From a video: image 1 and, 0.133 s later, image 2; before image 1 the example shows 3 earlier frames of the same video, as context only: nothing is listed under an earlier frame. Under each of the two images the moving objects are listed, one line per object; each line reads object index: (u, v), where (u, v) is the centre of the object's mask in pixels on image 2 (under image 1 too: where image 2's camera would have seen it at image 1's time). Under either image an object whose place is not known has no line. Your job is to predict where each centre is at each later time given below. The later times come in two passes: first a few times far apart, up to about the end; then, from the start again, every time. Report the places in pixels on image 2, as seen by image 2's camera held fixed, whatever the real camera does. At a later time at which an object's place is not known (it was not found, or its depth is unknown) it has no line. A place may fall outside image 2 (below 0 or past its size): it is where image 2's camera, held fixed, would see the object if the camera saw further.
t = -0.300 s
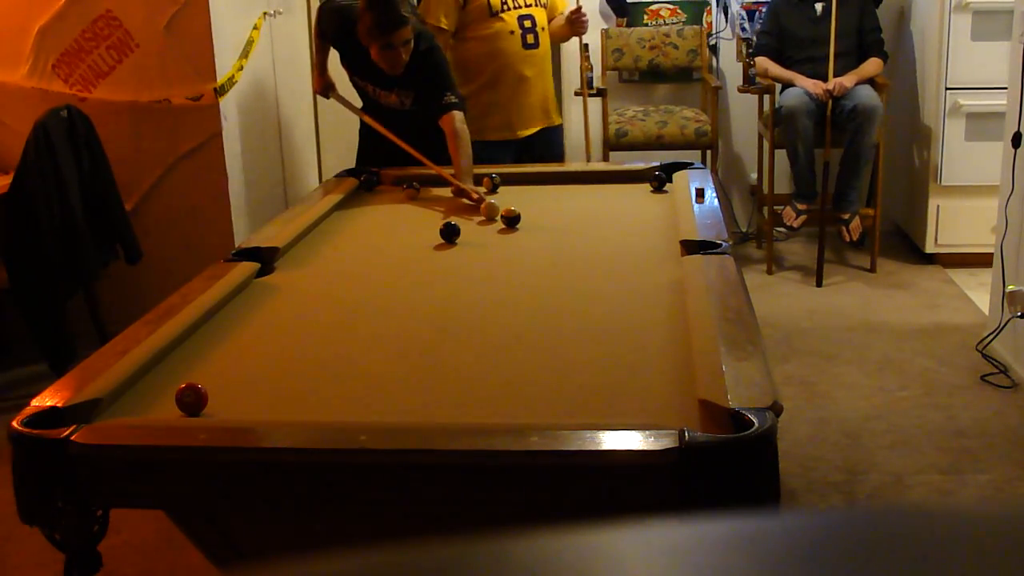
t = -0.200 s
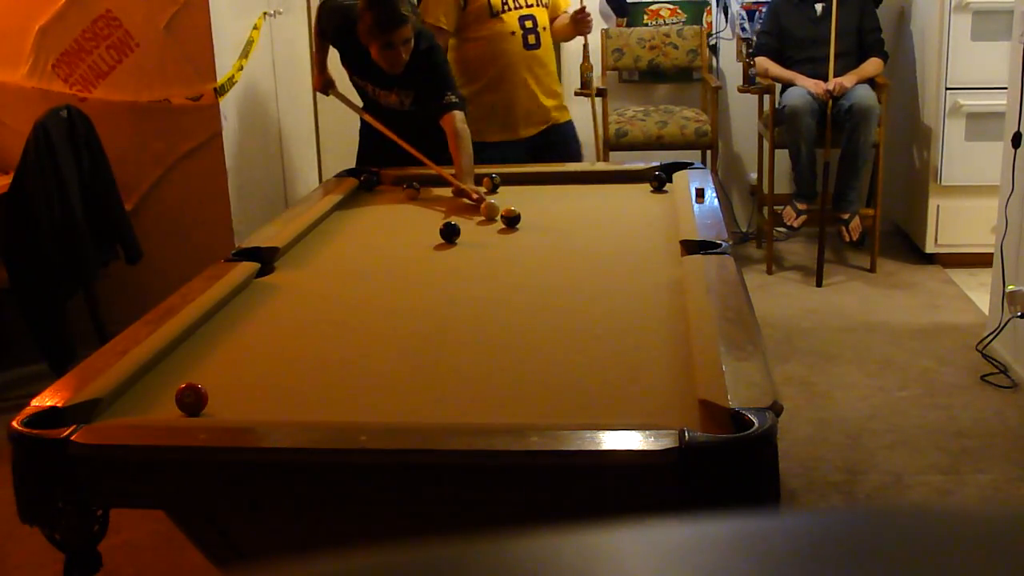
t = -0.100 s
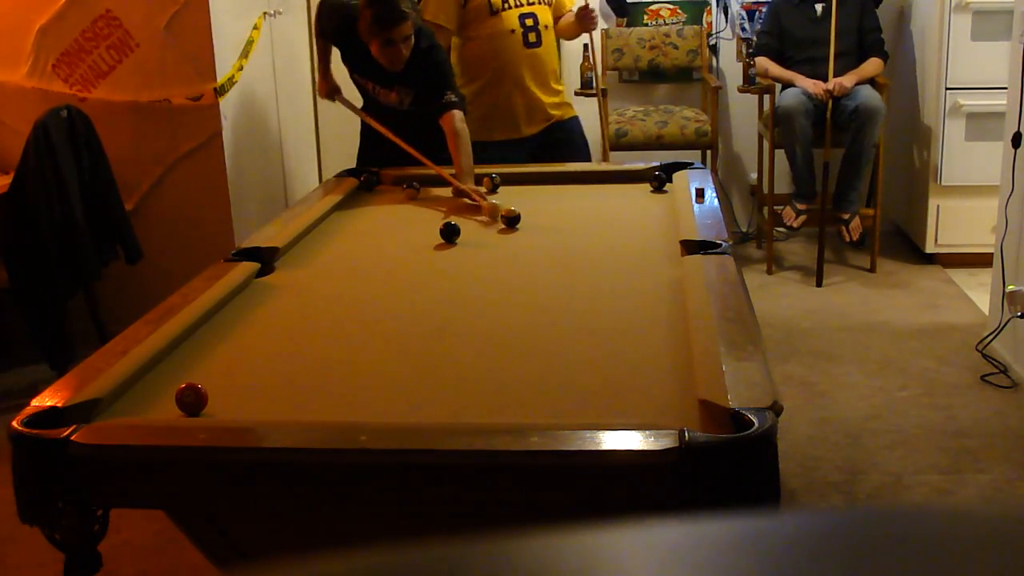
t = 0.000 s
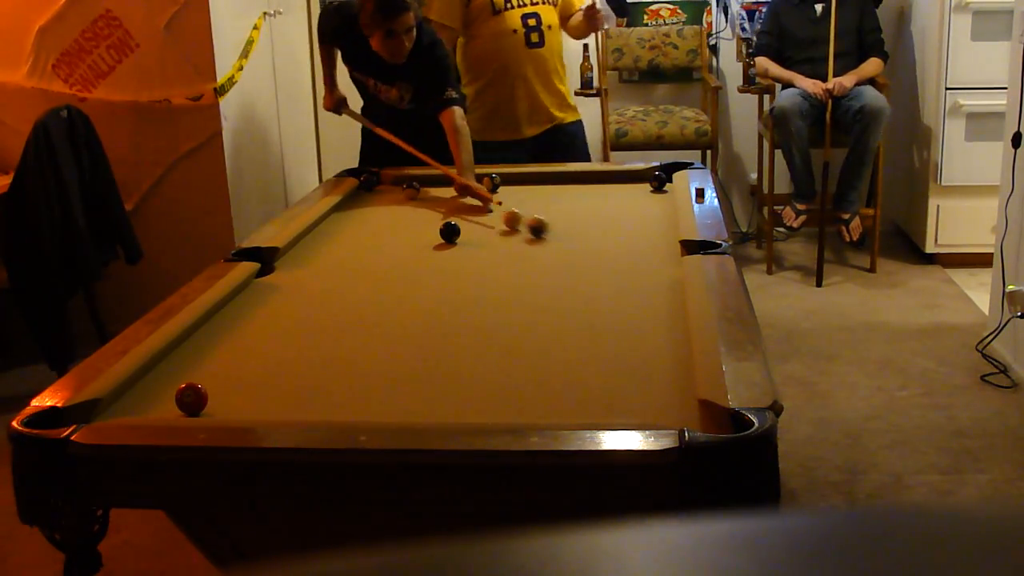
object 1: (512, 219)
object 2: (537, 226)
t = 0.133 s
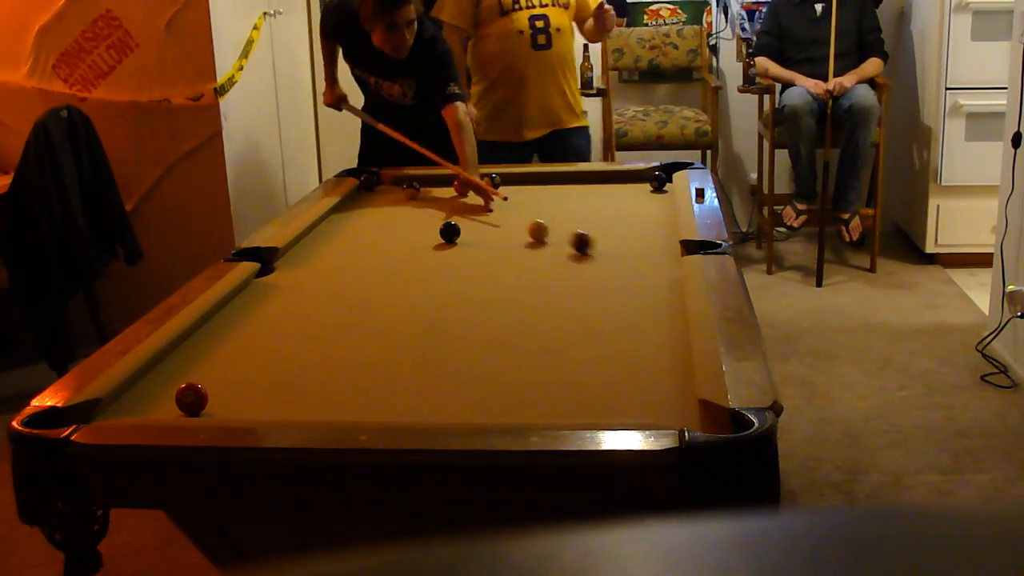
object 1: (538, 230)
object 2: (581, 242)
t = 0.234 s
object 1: (557, 239)
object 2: (612, 253)
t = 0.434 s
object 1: (599, 258)
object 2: (663, 276)
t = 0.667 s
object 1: (655, 282)
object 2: (619, 300)
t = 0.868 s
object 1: (650, 302)
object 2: (580, 322)
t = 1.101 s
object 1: (617, 325)
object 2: (530, 351)
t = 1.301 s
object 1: (586, 346)
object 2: (482, 379)
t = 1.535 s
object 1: (548, 372)
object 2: (420, 408)
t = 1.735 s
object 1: (512, 396)
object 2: (387, 404)
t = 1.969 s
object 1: (471, 411)
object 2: (363, 386)
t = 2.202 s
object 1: (446, 402)
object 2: (340, 368)
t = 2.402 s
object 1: (428, 389)
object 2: (323, 354)
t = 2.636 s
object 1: (409, 376)
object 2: (306, 340)
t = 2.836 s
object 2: (292, 330)
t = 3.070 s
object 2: (279, 318)
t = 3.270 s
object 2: (268, 310)
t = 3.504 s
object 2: (256, 301)
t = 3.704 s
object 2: (247, 294)
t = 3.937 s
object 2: (256, 288)
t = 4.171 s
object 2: (270, 284)
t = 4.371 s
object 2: (281, 280)
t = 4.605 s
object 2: (291, 277)
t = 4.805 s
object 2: (298, 275)
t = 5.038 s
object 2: (305, 272)
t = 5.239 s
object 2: (310, 270)
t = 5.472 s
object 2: (314, 268)
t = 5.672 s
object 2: (318, 267)
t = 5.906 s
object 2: (320, 267)
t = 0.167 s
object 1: (544, 233)
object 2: (592, 246)
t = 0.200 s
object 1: (550, 236)
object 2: (602, 250)
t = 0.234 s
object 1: (557, 239)
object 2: (612, 253)
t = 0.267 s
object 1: (564, 242)
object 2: (623, 257)
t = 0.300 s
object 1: (571, 245)
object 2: (633, 260)
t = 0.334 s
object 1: (578, 248)
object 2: (645, 264)
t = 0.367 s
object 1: (585, 251)
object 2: (656, 269)
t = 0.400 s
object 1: (592, 255)
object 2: (668, 273)
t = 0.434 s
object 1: (599, 258)
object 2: (663, 276)
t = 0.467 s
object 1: (607, 261)
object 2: (655, 280)
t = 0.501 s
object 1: (615, 264)
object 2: (649, 283)
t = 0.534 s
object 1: (622, 268)
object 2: (644, 286)
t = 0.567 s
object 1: (629, 269)
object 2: (638, 290)
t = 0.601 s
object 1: (639, 272)
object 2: (633, 292)
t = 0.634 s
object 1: (647, 278)
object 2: (625, 297)
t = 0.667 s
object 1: (655, 282)
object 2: (619, 300)
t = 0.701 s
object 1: (664, 286)
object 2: (613, 303)
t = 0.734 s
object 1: (670, 290)
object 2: (607, 307)
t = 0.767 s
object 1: (664, 293)
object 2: (600, 311)
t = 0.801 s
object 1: (659, 296)
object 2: (593, 314)
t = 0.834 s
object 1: (654, 299)
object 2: (587, 319)
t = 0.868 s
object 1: (650, 302)
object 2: (580, 322)
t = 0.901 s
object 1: (645, 305)
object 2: (574, 327)
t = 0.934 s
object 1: (641, 308)
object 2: (567, 330)
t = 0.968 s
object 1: (636, 311)
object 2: (559, 334)
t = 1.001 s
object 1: (631, 315)
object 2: (552, 339)
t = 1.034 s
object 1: (627, 318)
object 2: (545, 343)
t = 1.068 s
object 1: (622, 321)
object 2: (537, 347)
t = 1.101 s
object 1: (617, 325)
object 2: (530, 351)
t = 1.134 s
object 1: (612, 328)
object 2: (522, 356)
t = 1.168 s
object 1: (607, 332)
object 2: (515, 361)
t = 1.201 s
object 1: (602, 335)
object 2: (507, 365)
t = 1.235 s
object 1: (597, 339)
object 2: (499, 369)
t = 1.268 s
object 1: (592, 342)
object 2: (491, 374)
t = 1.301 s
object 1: (586, 346)
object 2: (482, 379)
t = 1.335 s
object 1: (581, 349)
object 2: (474, 383)
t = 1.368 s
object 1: (576, 353)
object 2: (466, 389)
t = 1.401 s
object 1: (571, 356)
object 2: (457, 393)
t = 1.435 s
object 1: (565, 361)
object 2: (448, 398)
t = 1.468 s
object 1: (559, 364)
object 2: (439, 402)
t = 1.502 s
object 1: (554, 367)
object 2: (430, 405)
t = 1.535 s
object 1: (548, 372)
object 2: (420, 408)
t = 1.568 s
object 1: (542, 375)
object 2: (411, 411)
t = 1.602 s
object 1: (536, 380)
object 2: (403, 412)
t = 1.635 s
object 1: (530, 384)
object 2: (400, 410)
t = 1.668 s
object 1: (524, 388)
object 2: (396, 408)
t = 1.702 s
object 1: (519, 392)
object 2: (392, 406)
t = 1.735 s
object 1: (512, 396)
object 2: (387, 404)
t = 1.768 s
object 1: (506, 401)
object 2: (384, 402)
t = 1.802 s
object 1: (500, 403)
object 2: (380, 400)
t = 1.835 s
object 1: (494, 406)
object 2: (376, 398)
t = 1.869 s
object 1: (488, 408)
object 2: (373, 395)
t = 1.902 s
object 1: (482, 410)
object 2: (369, 392)
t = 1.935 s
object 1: (474, 412)
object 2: (366, 388)
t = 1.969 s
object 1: (471, 411)
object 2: (363, 386)
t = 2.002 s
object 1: (467, 410)
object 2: (359, 383)
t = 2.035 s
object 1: (463, 409)
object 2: (355, 380)
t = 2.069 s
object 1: (459, 408)
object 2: (352, 378)
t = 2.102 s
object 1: (456, 406)
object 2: (349, 375)
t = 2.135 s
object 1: (452, 405)
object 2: (346, 373)
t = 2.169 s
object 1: (449, 403)
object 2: (343, 371)
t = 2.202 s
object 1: (446, 402)
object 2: (340, 368)
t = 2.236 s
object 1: (443, 400)
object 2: (337, 366)
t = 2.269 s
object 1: (440, 398)
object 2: (334, 363)
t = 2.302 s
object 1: (436, 395)
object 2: (331, 361)
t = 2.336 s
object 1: (434, 393)
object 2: (328, 358)
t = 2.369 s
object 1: (431, 391)
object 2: (326, 356)
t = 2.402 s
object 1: (428, 389)
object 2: (323, 354)
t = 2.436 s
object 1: (425, 387)
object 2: (320, 352)
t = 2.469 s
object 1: (422, 385)
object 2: (318, 350)
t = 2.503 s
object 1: (419, 383)
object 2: (316, 348)
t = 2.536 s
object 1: (417, 381)
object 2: (313, 346)
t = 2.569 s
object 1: (414, 379)
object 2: (311, 344)
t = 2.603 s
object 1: (412, 377)
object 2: (308, 342)
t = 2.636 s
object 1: (409, 376)
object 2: (306, 340)
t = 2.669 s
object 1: (407, 373)
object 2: (304, 338)
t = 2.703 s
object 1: (404, 372)
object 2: (302, 337)
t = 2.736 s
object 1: (401, 370)
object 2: (299, 335)
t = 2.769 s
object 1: (399, 368)
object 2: (297, 333)
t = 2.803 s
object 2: (295, 331)
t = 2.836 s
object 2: (292, 330)
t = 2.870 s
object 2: (291, 328)
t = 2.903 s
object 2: (289, 326)
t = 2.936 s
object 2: (287, 325)
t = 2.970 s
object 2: (285, 323)
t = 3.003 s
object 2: (283, 321)
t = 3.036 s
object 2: (281, 320)
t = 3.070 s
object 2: (279, 318)
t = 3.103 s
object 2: (277, 317)
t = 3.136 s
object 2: (275, 315)
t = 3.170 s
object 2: (273, 314)
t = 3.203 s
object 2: (271, 312)
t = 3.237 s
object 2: (269, 311)
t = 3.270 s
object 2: (268, 310)
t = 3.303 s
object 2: (266, 309)
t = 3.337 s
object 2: (265, 308)
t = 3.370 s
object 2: (263, 306)
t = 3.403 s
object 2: (261, 304)
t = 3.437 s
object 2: (260, 303)
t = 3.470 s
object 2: (258, 302)
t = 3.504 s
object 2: (256, 301)
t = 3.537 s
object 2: (255, 299)
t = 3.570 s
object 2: (253, 298)
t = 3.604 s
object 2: (251, 297)
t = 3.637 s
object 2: (250, 296)
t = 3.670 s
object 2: (249, 295)
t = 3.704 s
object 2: (247, 294)
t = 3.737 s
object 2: (246, 293)
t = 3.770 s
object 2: (246, 292)
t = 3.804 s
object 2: (248, 291)
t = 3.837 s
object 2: (250, 291)
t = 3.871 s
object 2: (252, 290)
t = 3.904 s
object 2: (254, 289)
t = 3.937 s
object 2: (256, 288)
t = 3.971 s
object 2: (258, 287)
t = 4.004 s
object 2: (260, 286)
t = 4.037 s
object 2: (262, 286)
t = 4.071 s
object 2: (264, 285)
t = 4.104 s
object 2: (266, 285)
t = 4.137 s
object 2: (268, 284)
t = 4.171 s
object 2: (270, 284)
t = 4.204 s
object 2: (272, 283)
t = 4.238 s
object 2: (274, 283)
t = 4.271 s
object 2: (276, 282)
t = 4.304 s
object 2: (278, 282)
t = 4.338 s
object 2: (279, 281)
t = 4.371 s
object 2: (281, 280)
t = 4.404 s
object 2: (282, 280)
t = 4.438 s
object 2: (284, 280)
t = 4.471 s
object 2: (285, 279)
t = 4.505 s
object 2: (286, 279)
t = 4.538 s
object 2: (288, 278)
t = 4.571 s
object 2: (290, 278)
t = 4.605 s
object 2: (291, 277)
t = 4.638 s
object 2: (292, 277)
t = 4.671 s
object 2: (294, 276)
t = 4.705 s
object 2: (295, 276)
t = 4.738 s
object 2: (296, 275)
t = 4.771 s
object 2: (297, 275)
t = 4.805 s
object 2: (298, 275)
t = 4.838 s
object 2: (299, 274)
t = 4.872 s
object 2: (300, 274)
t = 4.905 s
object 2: (302, 273)
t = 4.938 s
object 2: (303, 273)
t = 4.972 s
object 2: (304, 272)
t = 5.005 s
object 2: (305, 272)
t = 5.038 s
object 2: (305, 272)
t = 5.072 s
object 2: (306, 272)
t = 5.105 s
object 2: (307, 272)
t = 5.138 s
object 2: (308, 271)
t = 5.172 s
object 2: (308, 271)
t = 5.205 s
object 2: (309, 271)
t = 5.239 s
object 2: (310, 270)
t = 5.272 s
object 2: (311, 270)
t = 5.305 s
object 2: (312, 269)
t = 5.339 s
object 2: (312, 269)
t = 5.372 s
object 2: (313, 269)
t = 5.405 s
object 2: (313, 269)
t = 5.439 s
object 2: (314, 268)
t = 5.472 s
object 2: (314, 268)
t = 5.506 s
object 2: (315, 268)
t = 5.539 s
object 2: (315, 268)
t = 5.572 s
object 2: (316, 268)
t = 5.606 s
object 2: (317, 268)
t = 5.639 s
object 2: (317, 267)
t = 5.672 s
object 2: (318, 267)
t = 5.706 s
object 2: (318, 267)
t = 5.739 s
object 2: (318, 267)
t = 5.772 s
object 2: (319, 267)
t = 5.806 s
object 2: (319, 267)
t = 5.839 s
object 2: (319, 267)
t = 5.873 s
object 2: (320, 267)
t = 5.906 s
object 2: (320, 267)
